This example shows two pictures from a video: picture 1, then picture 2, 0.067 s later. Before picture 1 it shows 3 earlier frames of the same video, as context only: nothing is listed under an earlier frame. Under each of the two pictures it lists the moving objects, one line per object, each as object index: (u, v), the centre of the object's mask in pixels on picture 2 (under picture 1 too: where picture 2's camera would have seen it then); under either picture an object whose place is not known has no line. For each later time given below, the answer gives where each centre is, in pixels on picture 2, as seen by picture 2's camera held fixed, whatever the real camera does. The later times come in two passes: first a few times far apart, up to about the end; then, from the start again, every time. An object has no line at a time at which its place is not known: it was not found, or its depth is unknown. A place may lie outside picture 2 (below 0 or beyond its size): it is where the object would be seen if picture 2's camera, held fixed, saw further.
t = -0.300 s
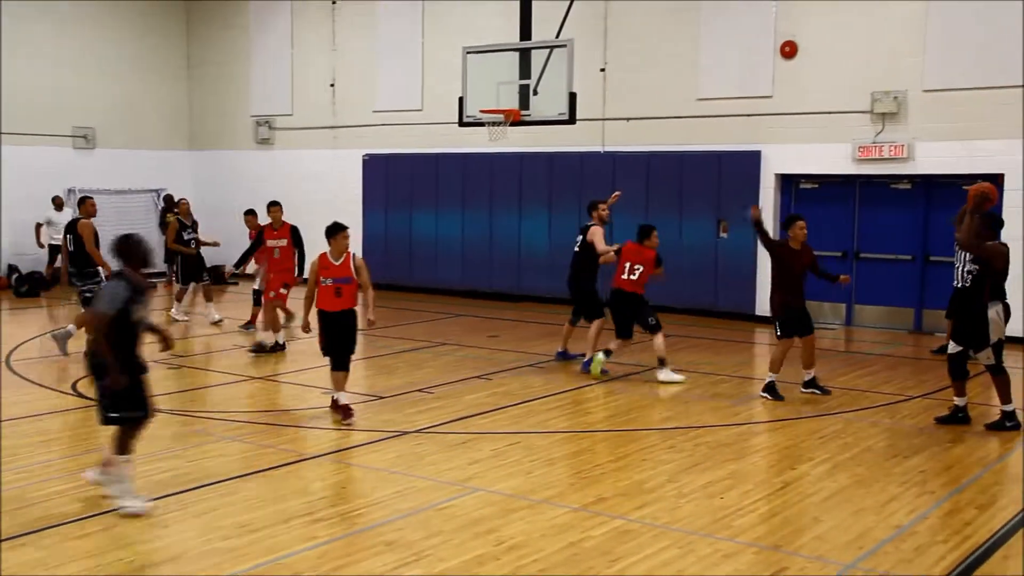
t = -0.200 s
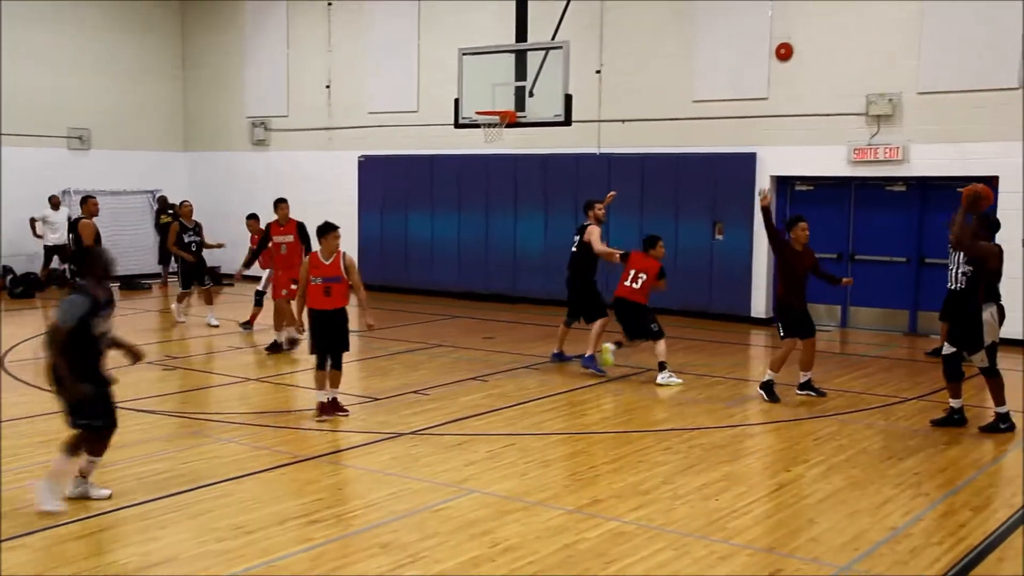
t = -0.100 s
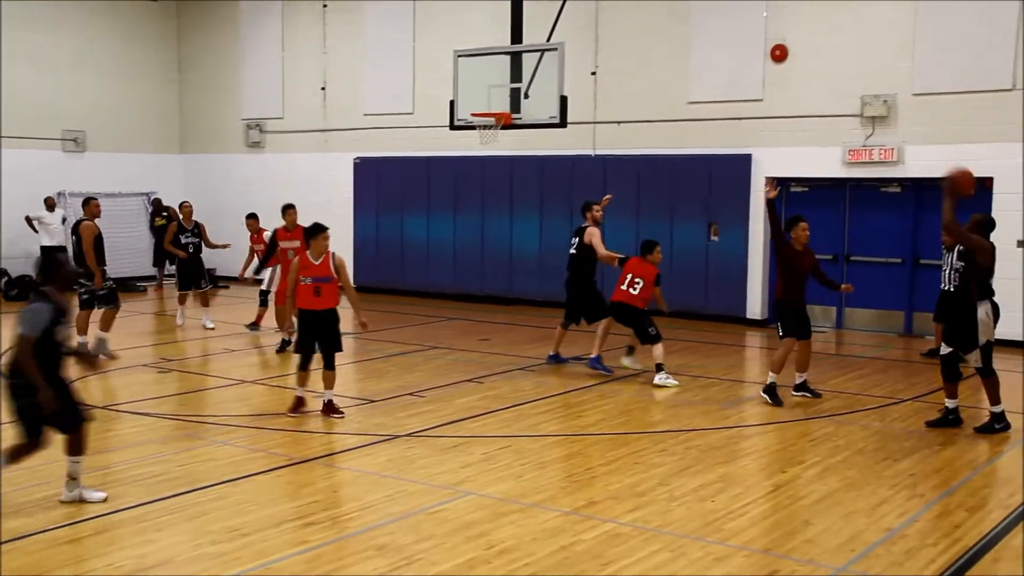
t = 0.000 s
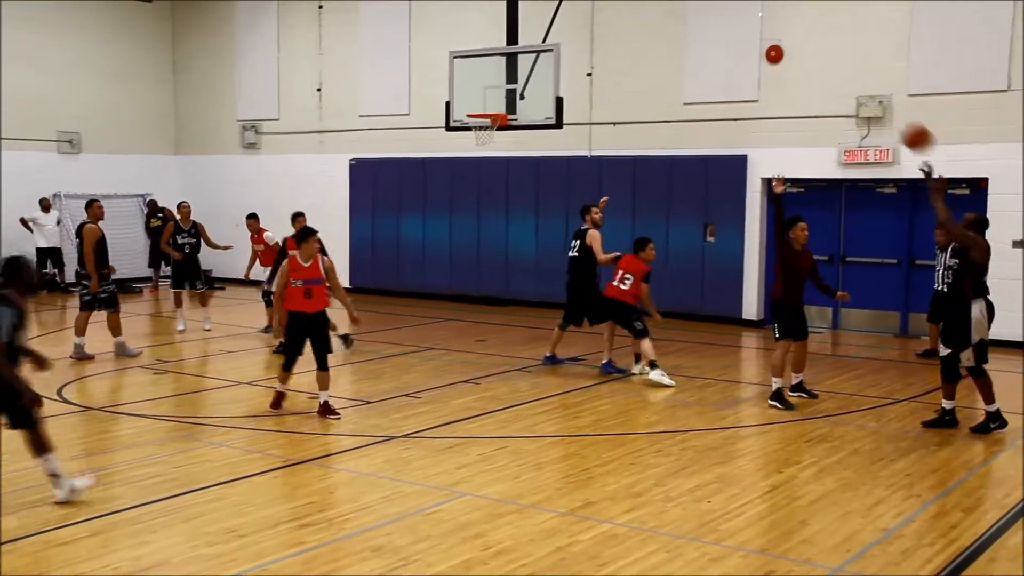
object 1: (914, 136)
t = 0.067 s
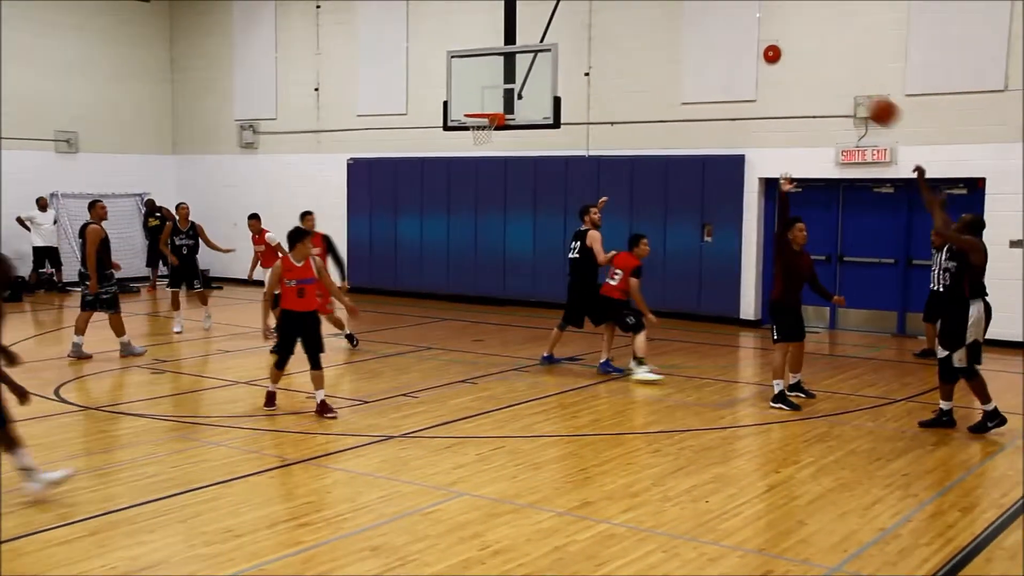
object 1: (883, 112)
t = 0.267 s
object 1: (800, 68)
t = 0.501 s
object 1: (716, 71)
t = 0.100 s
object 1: (870, 101)
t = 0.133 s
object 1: (854, 91)
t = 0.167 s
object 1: (840, 83)
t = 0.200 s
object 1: (826, 78)
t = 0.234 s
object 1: (813, 72)
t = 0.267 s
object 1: (800, 68)
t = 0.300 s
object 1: (787, 66)
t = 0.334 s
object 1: (774, 63)
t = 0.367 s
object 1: (761, 63)
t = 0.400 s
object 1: (749, 64)
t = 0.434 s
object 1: (738, 66)
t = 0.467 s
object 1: (727, 68)
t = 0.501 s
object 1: (716, 71)
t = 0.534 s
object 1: (705, 76)
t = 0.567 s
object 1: (694, 81)
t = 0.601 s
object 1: (683, 88)
